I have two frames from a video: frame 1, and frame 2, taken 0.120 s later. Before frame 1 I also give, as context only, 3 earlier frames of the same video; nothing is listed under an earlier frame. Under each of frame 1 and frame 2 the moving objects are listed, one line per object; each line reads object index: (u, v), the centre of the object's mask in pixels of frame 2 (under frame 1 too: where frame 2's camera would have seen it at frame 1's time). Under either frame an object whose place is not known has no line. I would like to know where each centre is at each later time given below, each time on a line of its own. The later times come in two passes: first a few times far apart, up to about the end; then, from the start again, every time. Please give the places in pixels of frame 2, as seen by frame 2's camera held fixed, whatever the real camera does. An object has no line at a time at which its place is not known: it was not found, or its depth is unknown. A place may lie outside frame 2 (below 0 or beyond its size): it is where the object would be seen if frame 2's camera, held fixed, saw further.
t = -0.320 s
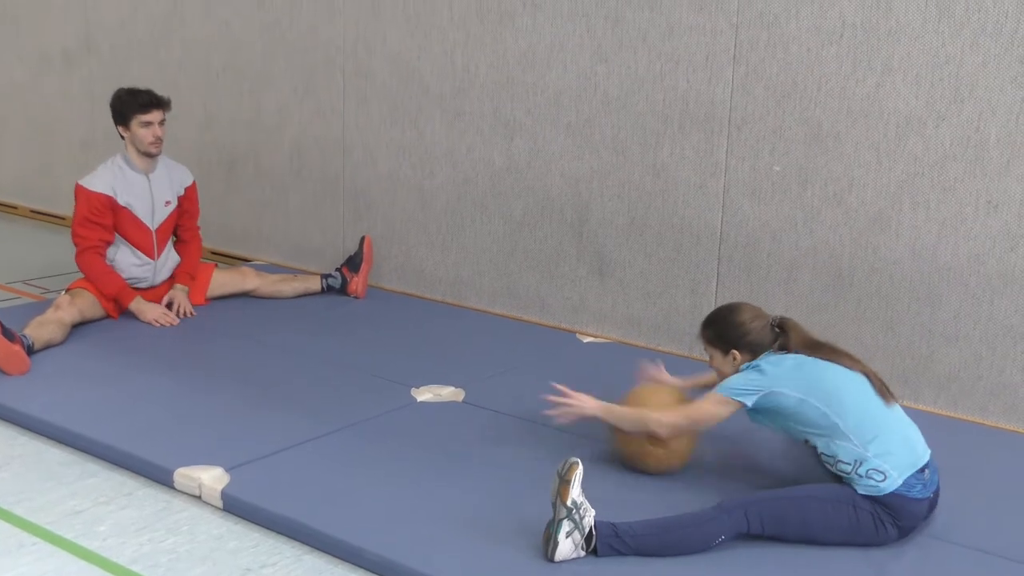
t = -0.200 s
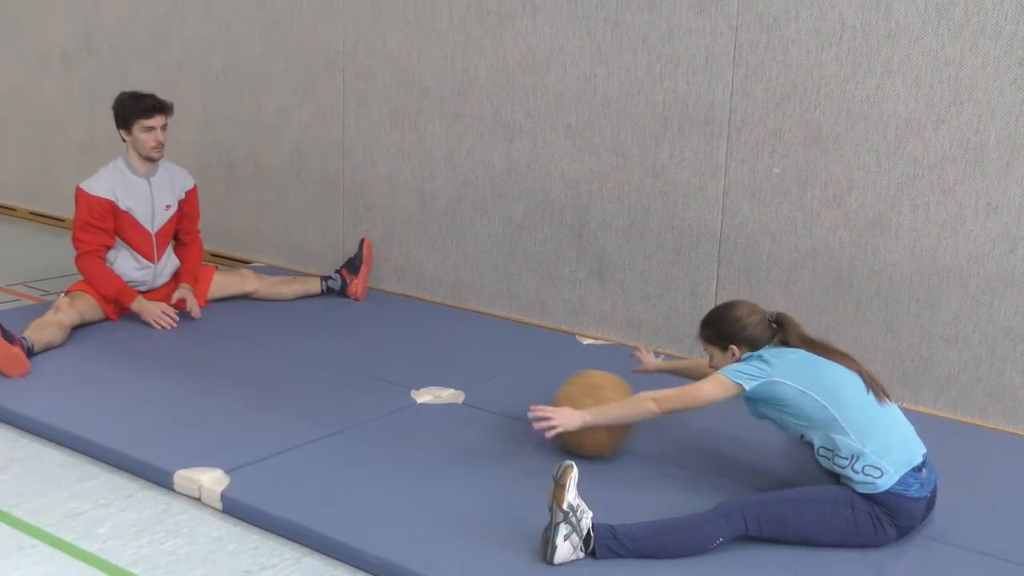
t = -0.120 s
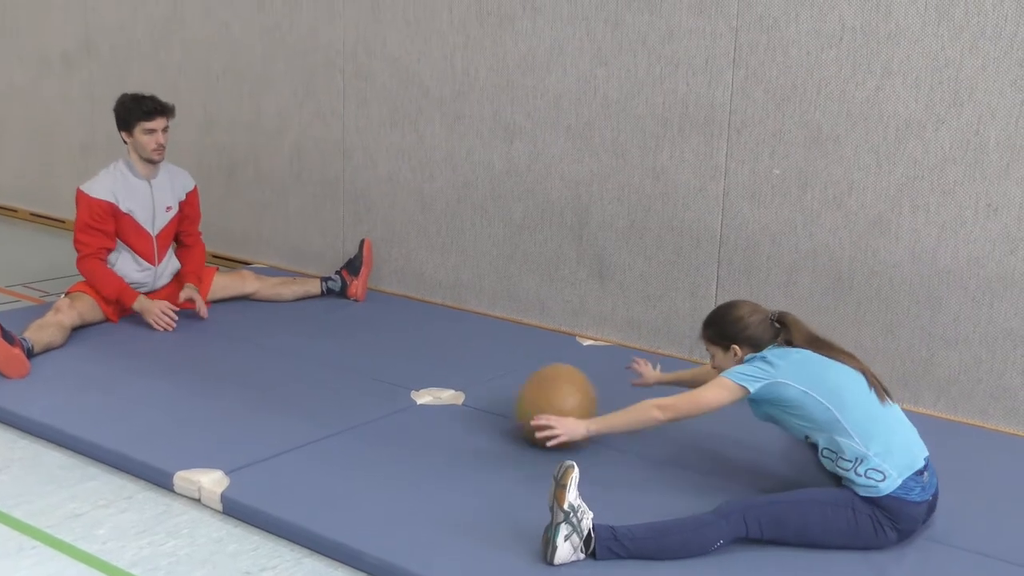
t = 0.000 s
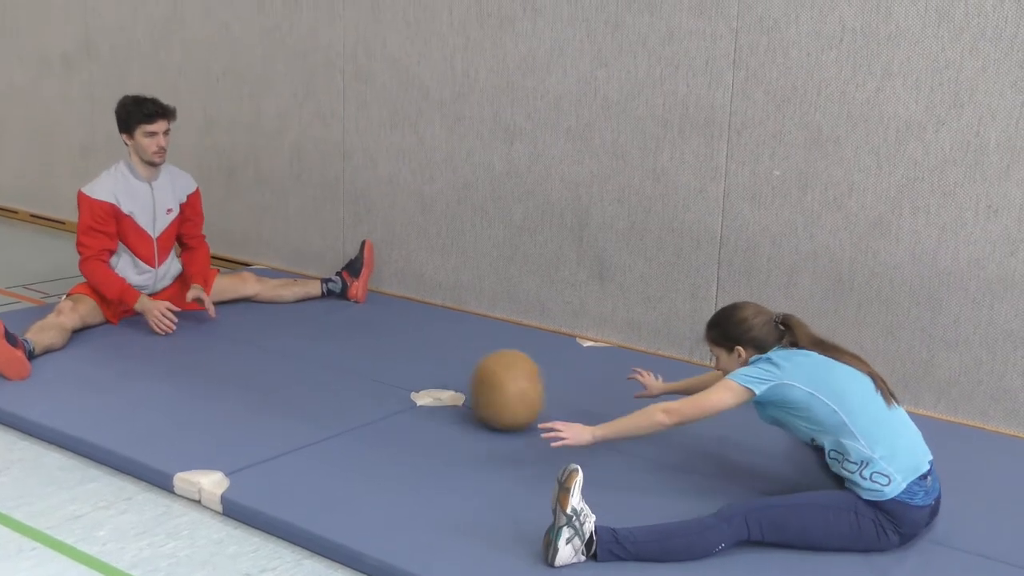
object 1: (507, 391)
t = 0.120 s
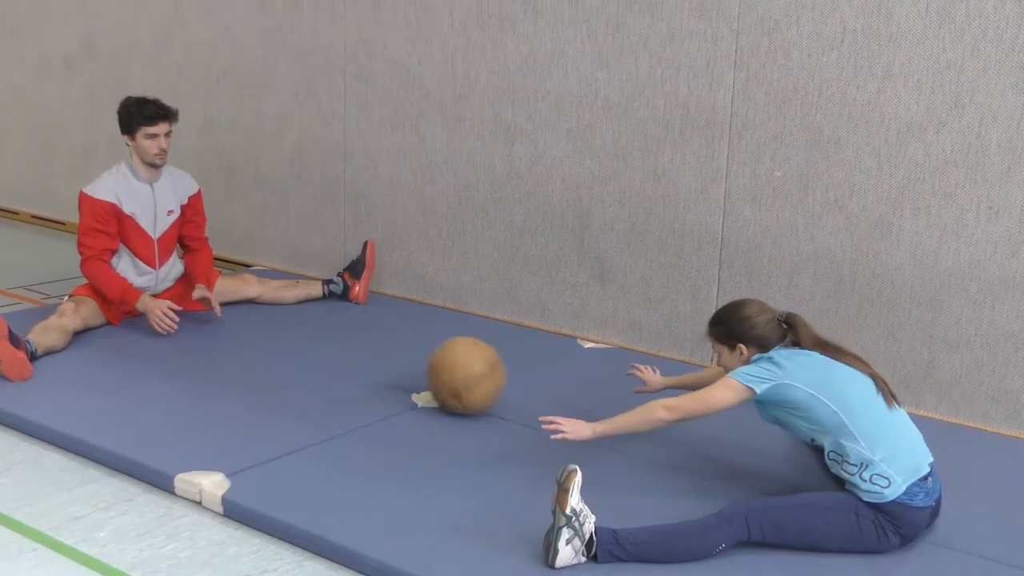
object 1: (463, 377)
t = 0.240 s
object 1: (429, 363)
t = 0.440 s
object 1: (378, 343)
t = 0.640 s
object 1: (337, 326)
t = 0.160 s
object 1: (452, 372)
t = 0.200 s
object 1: (440, 368)
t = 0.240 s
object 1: (429, 363)
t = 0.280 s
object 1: (418, 358)
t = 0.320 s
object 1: (407, 355)
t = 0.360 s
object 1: (397, 352)
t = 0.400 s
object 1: (387, 347)
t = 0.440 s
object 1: (378, 343)
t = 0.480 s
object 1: (369, 339)
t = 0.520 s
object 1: (360, 337)
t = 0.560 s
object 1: (352, 332)
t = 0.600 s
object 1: (345, 328)
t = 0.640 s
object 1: (337, 326)
